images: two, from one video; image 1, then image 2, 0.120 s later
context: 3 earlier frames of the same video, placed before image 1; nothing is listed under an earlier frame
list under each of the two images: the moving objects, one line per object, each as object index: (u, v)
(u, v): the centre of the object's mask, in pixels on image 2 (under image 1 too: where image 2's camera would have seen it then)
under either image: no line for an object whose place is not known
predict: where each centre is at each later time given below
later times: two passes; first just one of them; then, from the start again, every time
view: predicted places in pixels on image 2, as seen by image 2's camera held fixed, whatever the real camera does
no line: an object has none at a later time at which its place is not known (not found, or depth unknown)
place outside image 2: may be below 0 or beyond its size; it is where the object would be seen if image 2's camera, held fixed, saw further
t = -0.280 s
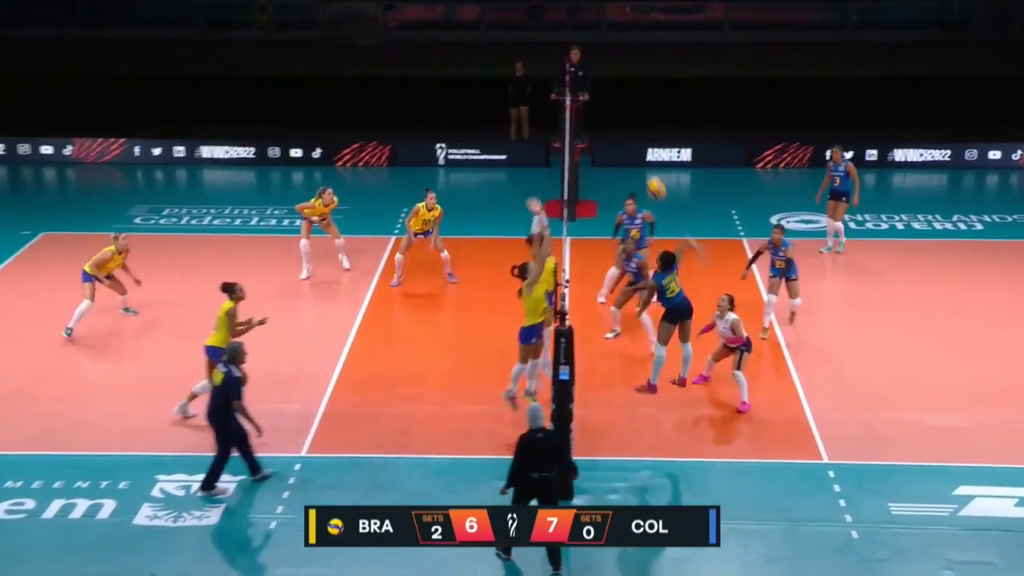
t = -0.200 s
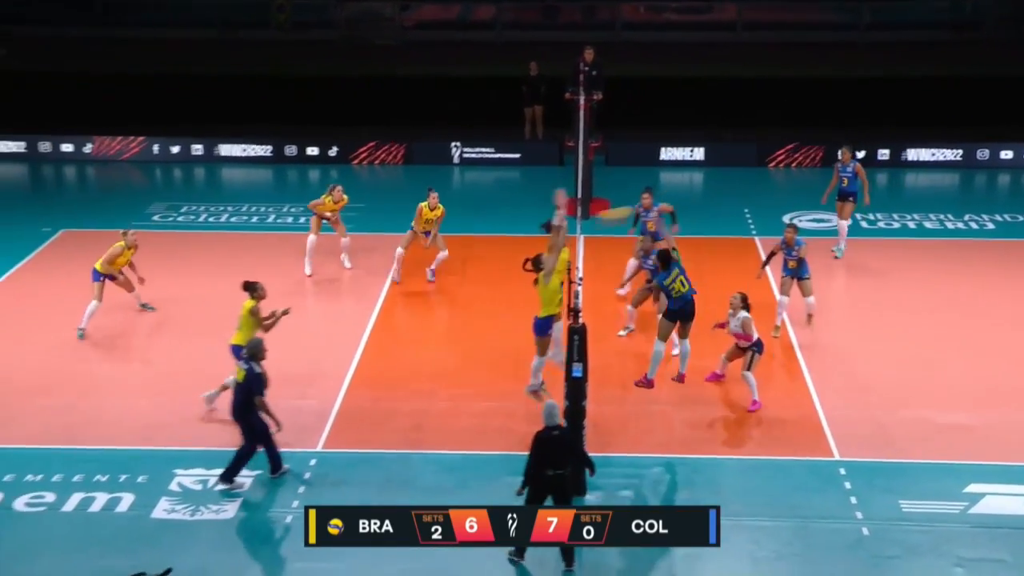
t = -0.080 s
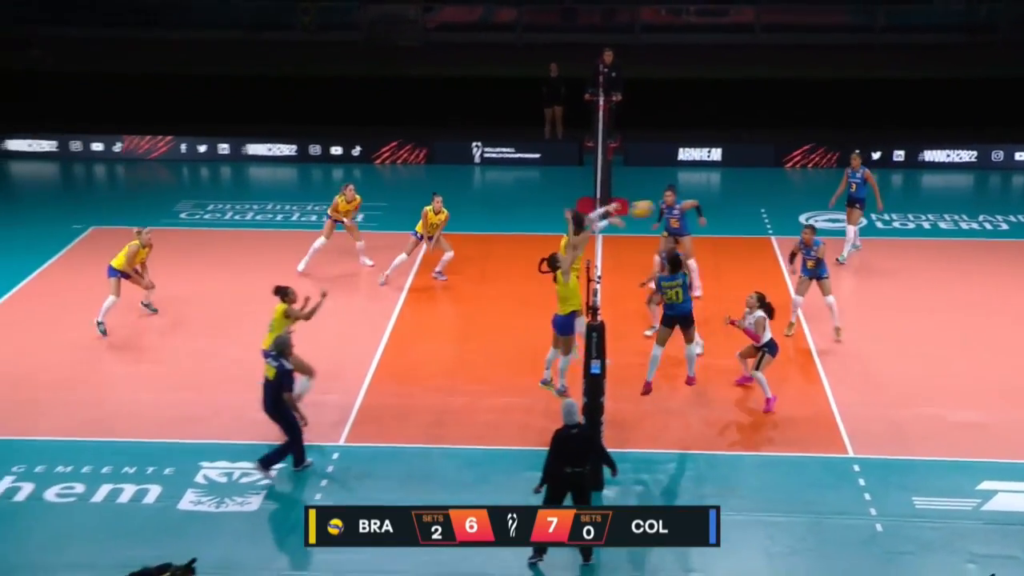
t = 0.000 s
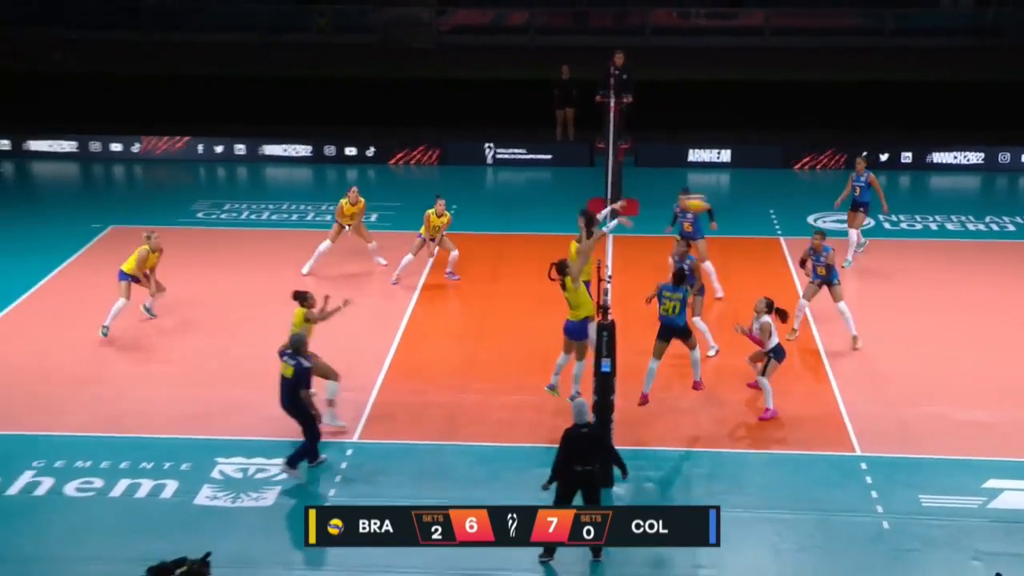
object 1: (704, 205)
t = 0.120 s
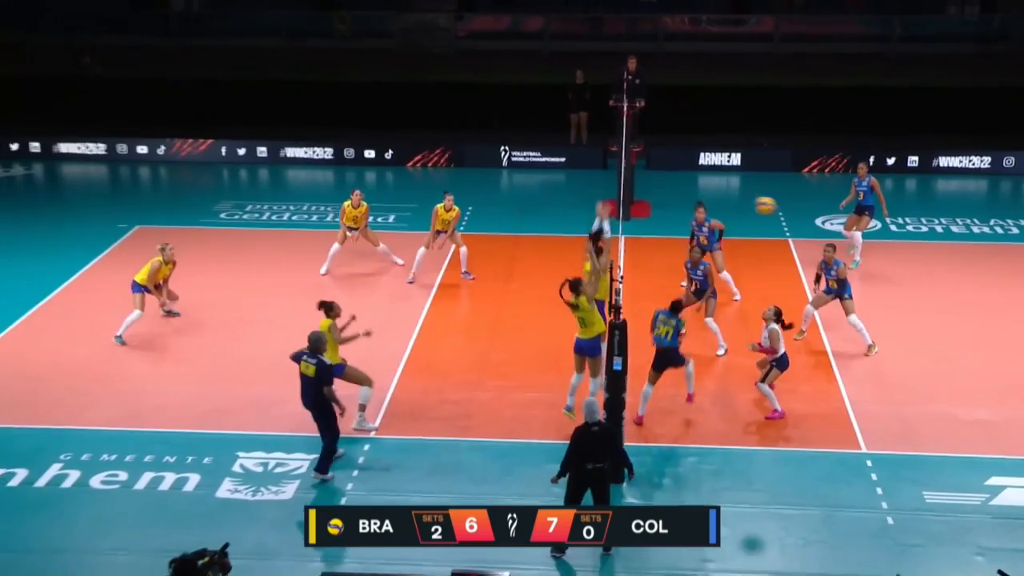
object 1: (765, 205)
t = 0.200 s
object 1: (803, 211)
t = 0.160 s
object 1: (785, 208)
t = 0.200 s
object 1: (803, 211)
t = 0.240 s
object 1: (821, 217)
